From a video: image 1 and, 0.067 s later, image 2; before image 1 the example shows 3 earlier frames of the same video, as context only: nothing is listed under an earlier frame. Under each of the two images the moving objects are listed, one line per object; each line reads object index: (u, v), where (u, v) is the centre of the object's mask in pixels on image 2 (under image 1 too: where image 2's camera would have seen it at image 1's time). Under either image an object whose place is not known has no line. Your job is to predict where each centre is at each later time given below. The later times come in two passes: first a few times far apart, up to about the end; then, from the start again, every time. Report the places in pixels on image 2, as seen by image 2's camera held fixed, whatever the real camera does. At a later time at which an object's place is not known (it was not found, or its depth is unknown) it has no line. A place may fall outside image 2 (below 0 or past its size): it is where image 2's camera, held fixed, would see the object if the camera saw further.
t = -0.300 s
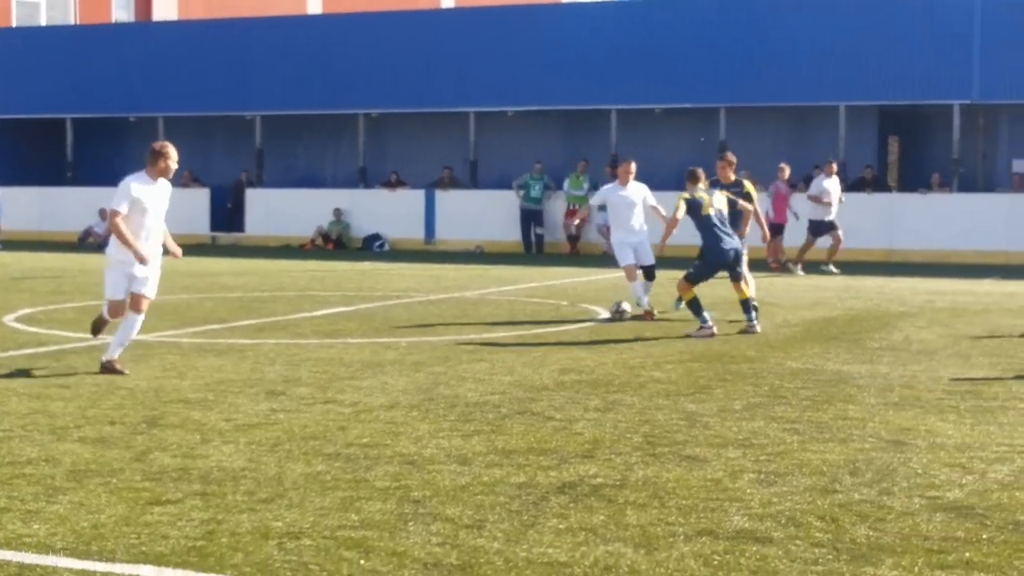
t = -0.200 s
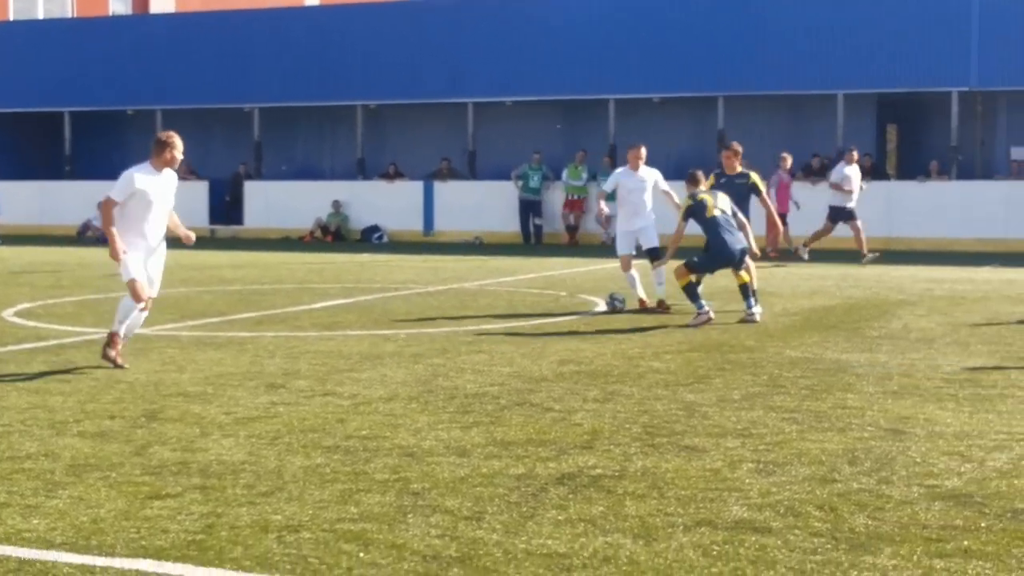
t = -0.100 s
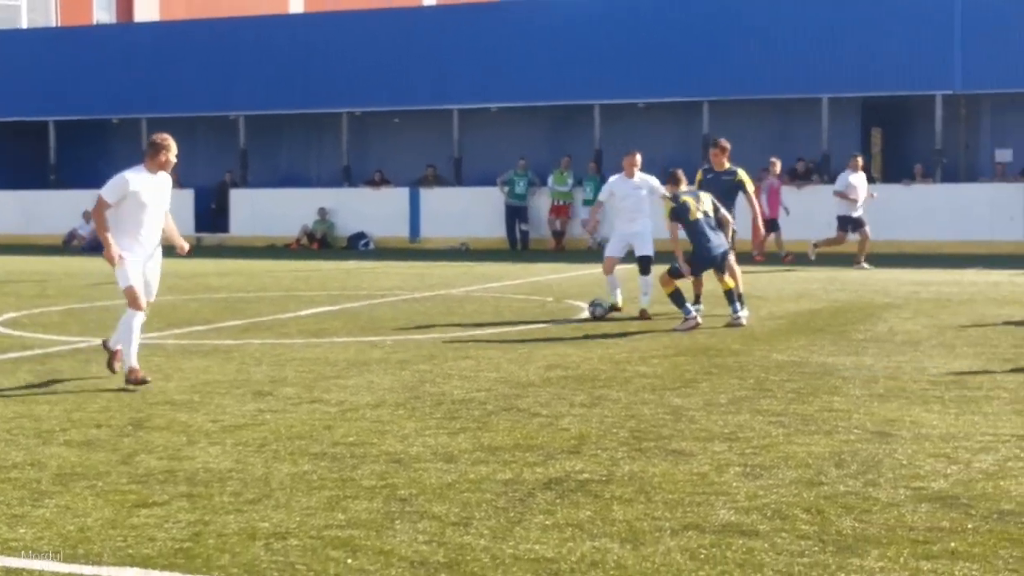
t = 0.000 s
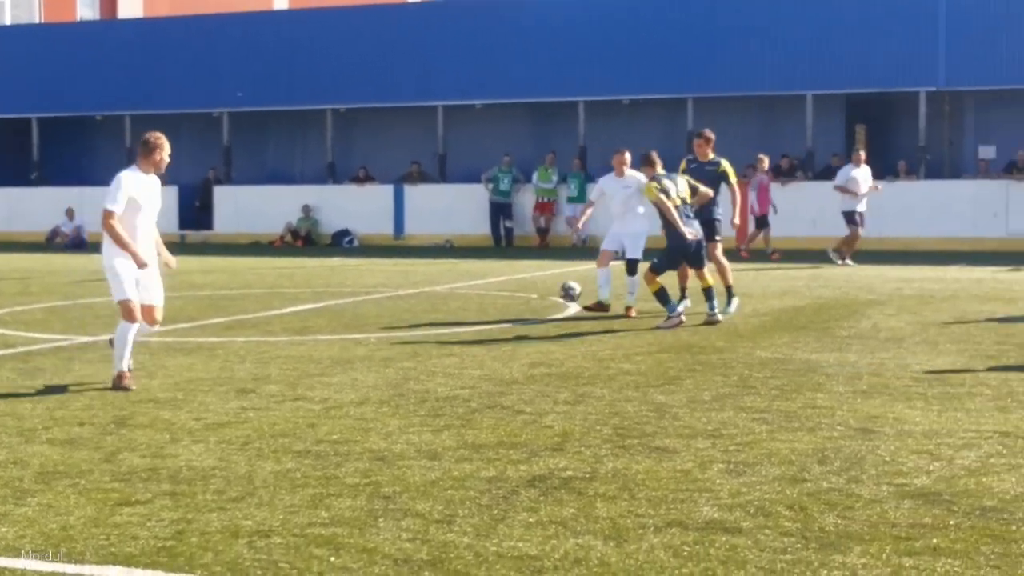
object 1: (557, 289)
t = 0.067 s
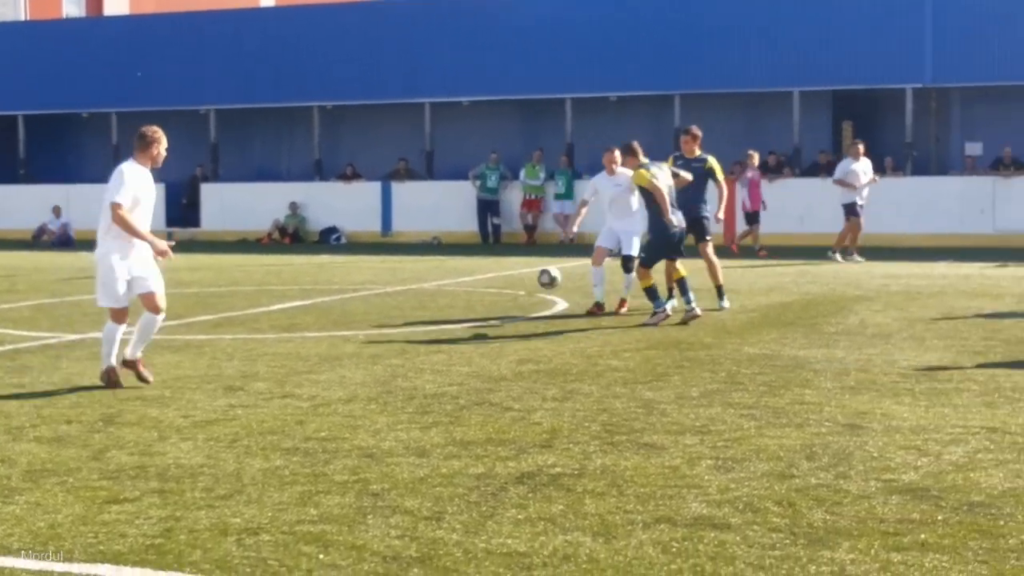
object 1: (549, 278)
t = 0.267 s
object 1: (520, 273)
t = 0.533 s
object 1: (470, 347)
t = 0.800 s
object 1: (426, 351)
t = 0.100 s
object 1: (544, 273)
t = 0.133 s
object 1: (538, 269)
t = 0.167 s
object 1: (534, 266)
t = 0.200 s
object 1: (530, 268)
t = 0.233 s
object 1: (524, 269)
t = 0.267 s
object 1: (520, 273)
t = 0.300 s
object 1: (515, 276)
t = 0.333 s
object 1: (510, 280)
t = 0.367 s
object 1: (504, 287)
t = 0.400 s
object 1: (497, 296)
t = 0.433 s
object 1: (491, 305)
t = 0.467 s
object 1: (484, 317)
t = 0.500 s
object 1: (478, 332)
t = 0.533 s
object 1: (470, 347)
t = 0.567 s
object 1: (465, 346)
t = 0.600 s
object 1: (459, 341)
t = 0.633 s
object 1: (454, 340)
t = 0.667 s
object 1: (449, 339)
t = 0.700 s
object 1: (444, 338)
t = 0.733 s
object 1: (438, 341)
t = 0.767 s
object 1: (432, 345)
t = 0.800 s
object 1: (426, 351)
